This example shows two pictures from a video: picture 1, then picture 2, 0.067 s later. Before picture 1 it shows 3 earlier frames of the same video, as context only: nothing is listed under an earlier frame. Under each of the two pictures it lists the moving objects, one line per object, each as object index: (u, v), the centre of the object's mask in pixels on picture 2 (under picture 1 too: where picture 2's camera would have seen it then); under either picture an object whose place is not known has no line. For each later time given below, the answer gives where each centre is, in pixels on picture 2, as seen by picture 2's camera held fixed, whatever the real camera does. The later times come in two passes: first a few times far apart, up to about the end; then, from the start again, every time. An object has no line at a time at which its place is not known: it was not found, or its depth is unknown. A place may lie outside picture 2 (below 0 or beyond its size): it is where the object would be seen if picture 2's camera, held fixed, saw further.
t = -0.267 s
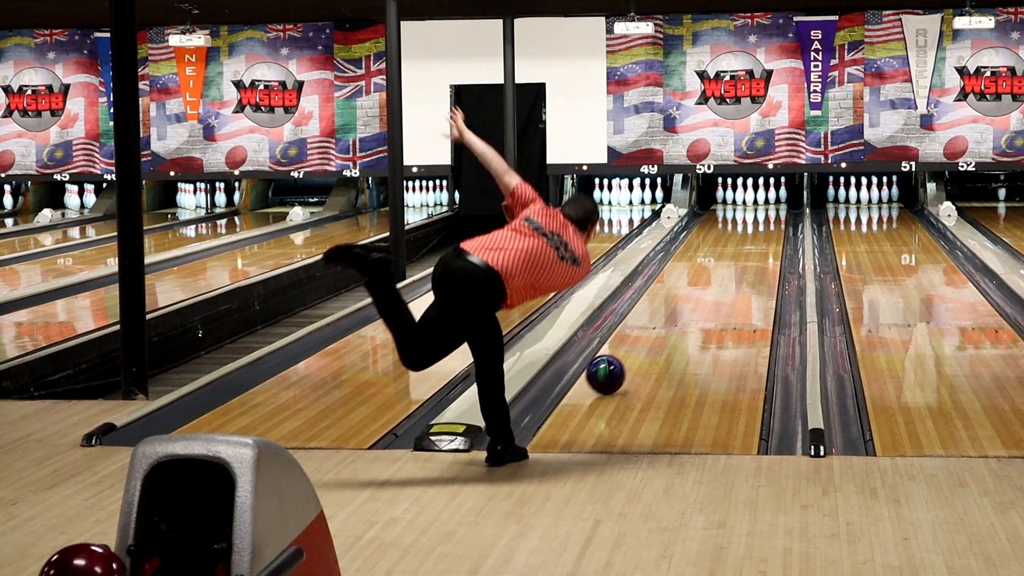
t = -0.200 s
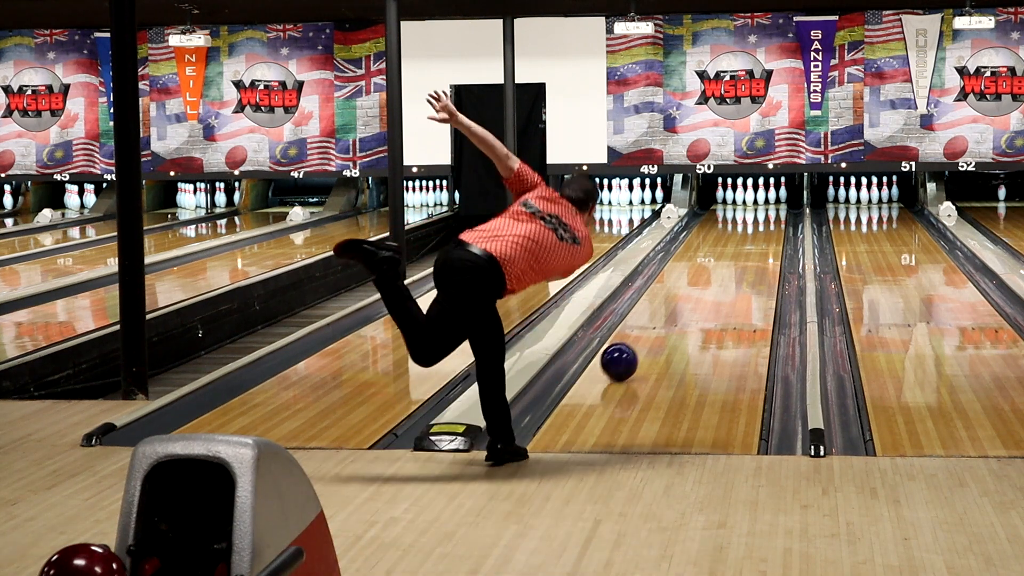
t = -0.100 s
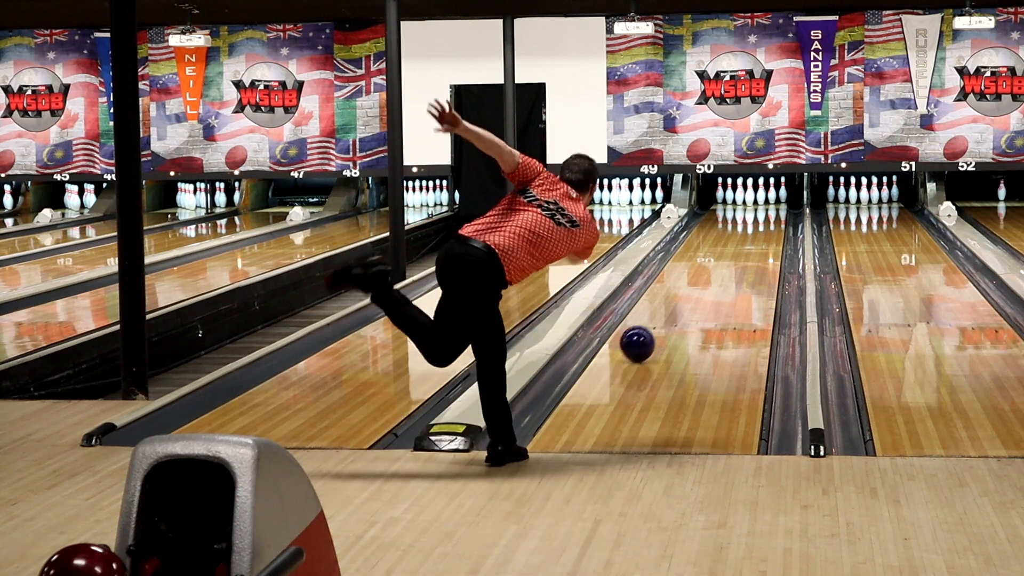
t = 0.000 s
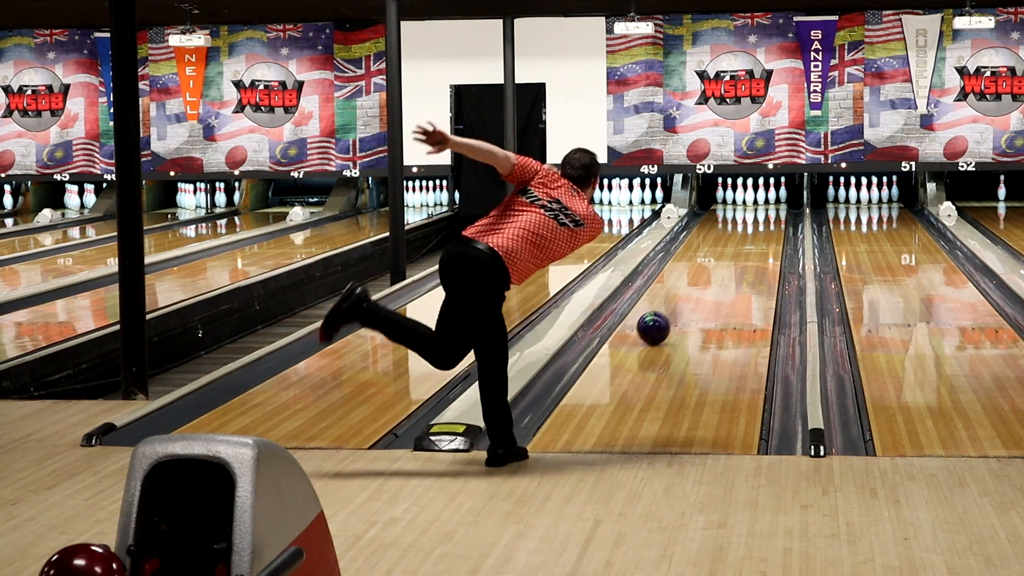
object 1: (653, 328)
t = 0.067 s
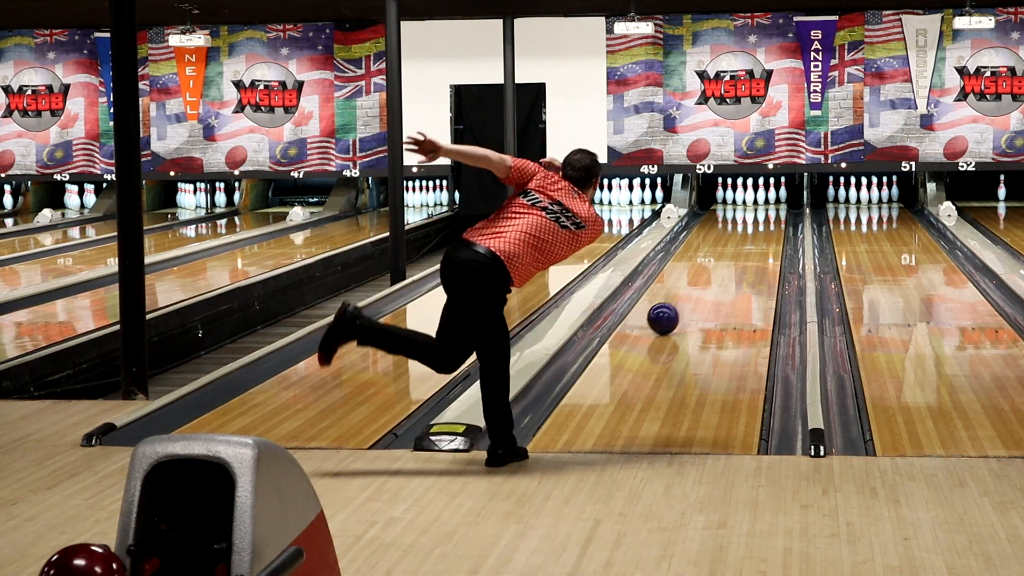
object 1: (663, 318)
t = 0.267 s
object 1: (687, 296)
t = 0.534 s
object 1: (712, 271)
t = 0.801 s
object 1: (731, 251)
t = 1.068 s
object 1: (745, 235)
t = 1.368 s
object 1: (757, 221)
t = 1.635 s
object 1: (764, 211)
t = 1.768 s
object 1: (765, 207)
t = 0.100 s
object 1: (667, 314)
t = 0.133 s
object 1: (672, 310)
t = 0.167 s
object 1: (676, 306)
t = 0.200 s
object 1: (680, 303)
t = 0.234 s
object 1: (683, 299)
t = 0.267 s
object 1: (687, 296)
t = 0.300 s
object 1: (691, 292)
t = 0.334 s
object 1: (694, 289)
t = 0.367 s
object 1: (697, 286)
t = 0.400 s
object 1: (700, 282)
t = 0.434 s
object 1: (703, 279)
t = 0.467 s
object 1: (706, 276)
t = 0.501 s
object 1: (709, 273)
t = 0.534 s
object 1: (712, 271)
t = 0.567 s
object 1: (715, 268)
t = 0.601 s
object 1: (717, 266)
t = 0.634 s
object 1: (719, 263)
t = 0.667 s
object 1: (722, 260)
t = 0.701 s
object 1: (724, 258)
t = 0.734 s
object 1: (726, 255)
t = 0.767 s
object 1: (728, 253)
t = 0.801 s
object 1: (731, 251)
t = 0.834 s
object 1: (733, 249)
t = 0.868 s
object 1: (735, 247)
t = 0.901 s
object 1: (736, 245)
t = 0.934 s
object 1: (738, 243)
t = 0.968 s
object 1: (740, 241)
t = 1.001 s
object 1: (742, 239)
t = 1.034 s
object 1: (743, 237)
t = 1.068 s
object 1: (745, 235)
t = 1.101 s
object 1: (747, 234)
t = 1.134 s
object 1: (748, 232)
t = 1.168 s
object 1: (749, 230)
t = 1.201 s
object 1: (751, 229)
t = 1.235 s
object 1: (752, 227)
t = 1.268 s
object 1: (754, 226)
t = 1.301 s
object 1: (755, 224)
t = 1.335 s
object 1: (756, 222)
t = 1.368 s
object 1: (757, 221)
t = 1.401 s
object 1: (759, 220)
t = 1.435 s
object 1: (760, 218)
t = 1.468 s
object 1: (761, 217)
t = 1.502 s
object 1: (762, 216)
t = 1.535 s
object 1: (762, 214)
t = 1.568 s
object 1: (763, 213)
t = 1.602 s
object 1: (764, 212)
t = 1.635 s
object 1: (764, 211)
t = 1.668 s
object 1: (765, 210)
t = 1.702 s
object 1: (765, 209)
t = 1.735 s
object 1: (765, 208)
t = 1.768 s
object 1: (765, 207)
